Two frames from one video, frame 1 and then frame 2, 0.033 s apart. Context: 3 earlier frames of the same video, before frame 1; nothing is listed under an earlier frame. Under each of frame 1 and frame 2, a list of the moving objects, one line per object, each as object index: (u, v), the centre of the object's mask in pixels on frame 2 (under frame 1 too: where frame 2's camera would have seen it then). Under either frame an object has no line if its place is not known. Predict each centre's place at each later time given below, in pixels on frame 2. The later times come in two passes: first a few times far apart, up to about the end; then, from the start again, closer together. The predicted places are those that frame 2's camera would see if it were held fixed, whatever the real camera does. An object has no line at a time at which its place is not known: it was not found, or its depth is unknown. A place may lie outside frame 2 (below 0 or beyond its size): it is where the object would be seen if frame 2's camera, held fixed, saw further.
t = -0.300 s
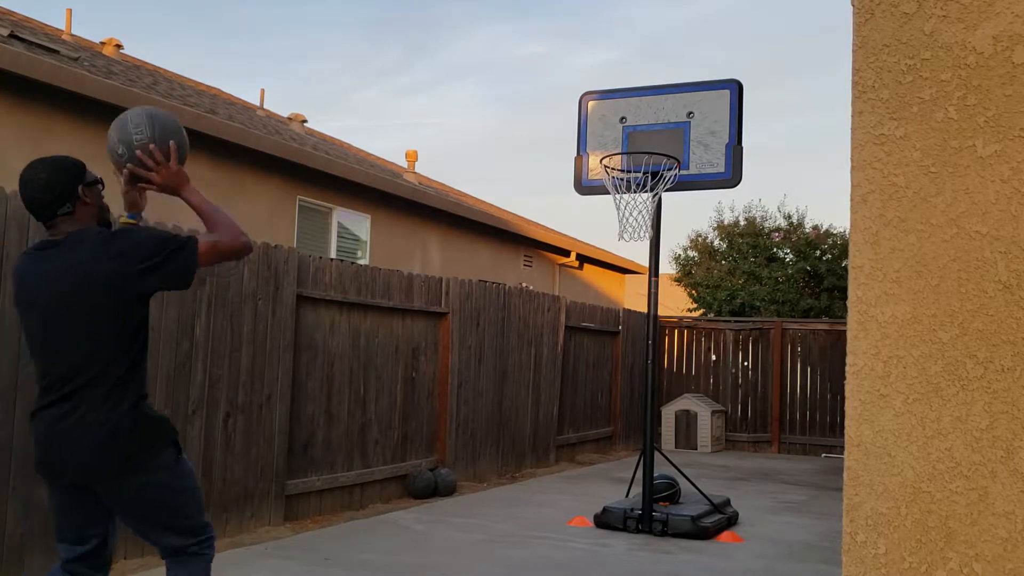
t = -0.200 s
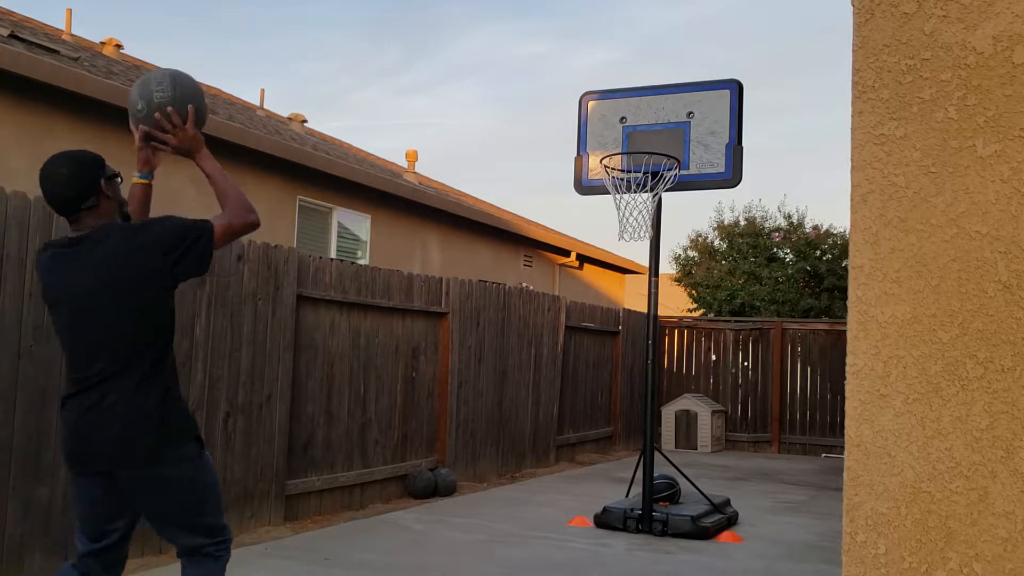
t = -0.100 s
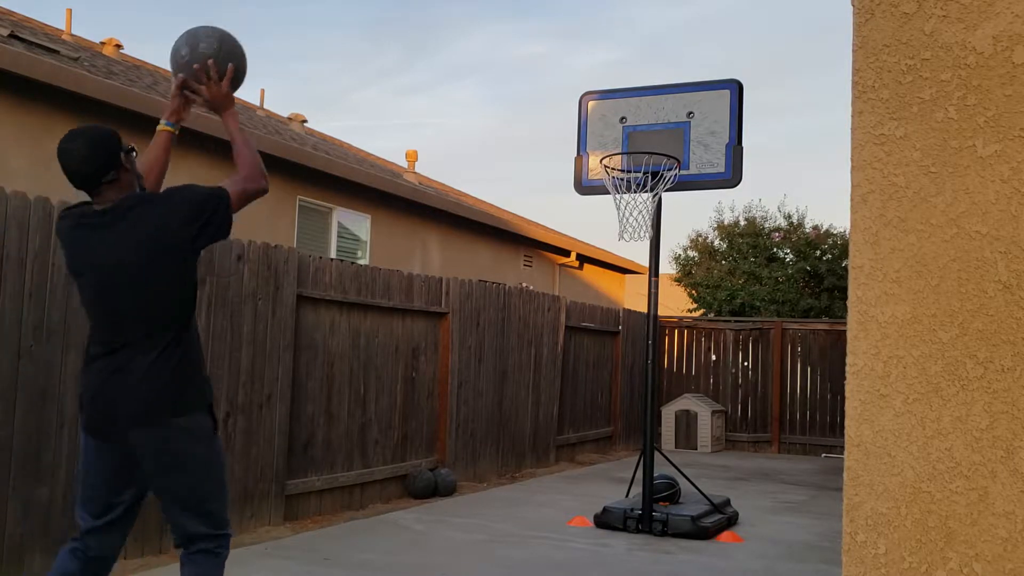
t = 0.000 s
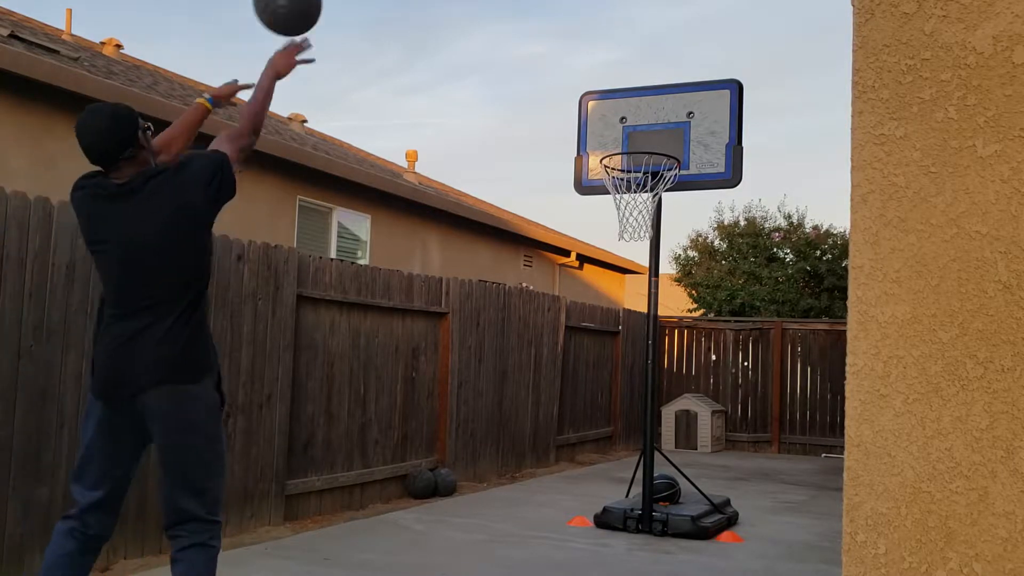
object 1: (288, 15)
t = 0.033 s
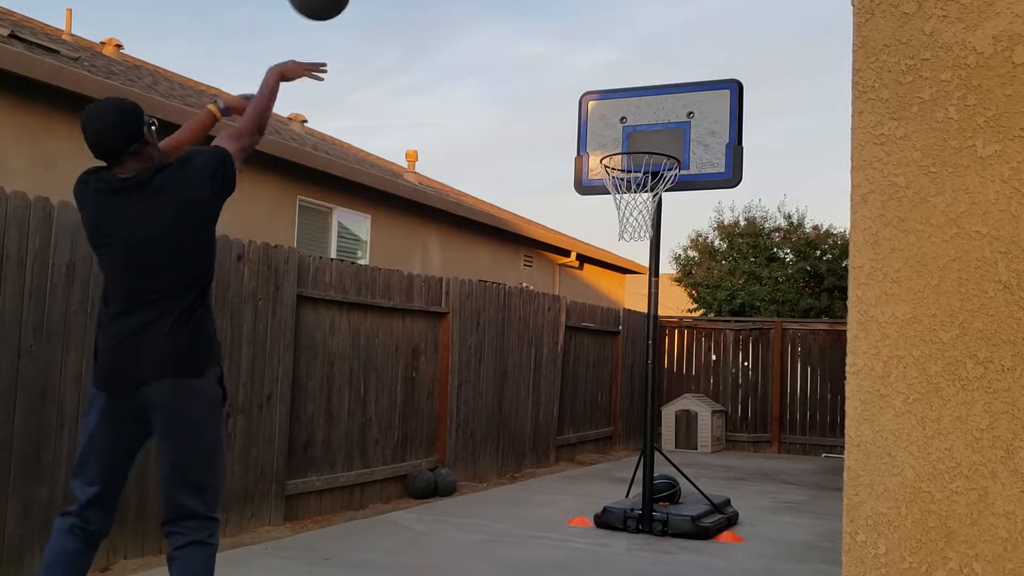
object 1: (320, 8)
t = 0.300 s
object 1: (498, 3)
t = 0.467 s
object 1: (573, 40)
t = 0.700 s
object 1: (647, 169)
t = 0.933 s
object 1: (633, 245)
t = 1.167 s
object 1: (615, 374)
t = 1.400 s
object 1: (590, 491)
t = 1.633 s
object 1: (552, 338)
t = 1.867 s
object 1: (511, 285)
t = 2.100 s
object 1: (464, 329)
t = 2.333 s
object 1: (411, 483)
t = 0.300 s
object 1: (498, 3)
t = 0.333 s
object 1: (515, 6)
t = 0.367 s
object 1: (531, 10)
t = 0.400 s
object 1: (546, 16)
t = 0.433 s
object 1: (560, 25)
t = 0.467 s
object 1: (573, 40)
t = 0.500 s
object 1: (585, 56)
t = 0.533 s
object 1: (597, 73)
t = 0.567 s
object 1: (609, 92)
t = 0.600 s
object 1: (619, 112)
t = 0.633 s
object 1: (630, 132)
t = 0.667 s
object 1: (639, 153)
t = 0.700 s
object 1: (647, 169)
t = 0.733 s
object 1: (646, 189)
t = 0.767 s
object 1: (645, 200)
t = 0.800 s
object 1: (643, 213)
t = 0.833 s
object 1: (639, 221)
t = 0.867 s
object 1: (637, 226)
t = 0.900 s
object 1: (635, 235)
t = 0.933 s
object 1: (633, 245)
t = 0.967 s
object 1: (631, 258)
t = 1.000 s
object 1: (629, 272)
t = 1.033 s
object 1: (627, 289)
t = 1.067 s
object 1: (624, 307)
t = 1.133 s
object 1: (618, 351)
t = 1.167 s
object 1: (615, 374)
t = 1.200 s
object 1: (613, 403)
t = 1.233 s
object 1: (610, 433)
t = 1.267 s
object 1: (606, 465)
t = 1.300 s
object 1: (603, 503)
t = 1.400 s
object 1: (590, 491)
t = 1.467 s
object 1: (578, 437)
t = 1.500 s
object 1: (573, 414)
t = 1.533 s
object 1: (567, 390)
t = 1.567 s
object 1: (563, 369)
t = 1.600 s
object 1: (557, 353)
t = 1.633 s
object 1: (552, 338)
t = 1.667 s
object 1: (548, 324)
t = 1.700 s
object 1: (541, 314)
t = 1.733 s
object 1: (535, 304)
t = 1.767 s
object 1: (530, 296)
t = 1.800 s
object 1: (524, 290)
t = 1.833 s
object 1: (517, 286)
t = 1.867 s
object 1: (511, 285)
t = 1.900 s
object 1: (505, 285)
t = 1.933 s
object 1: (499, 287)
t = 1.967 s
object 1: (491, 291)
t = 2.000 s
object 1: (484, 297)
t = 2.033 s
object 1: (478, 305)
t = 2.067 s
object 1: (471, 316)
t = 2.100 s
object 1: (464, 329)
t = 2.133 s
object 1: (456, 343)
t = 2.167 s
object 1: (449, 361)
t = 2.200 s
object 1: (441, 382)
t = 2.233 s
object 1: (434, 403)
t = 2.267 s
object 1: (426, 428)
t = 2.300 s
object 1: (419, 454)
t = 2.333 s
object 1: (411, 483)
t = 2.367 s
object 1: (402, 515)
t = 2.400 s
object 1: (393, 550)
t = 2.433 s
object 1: (388, 533)
